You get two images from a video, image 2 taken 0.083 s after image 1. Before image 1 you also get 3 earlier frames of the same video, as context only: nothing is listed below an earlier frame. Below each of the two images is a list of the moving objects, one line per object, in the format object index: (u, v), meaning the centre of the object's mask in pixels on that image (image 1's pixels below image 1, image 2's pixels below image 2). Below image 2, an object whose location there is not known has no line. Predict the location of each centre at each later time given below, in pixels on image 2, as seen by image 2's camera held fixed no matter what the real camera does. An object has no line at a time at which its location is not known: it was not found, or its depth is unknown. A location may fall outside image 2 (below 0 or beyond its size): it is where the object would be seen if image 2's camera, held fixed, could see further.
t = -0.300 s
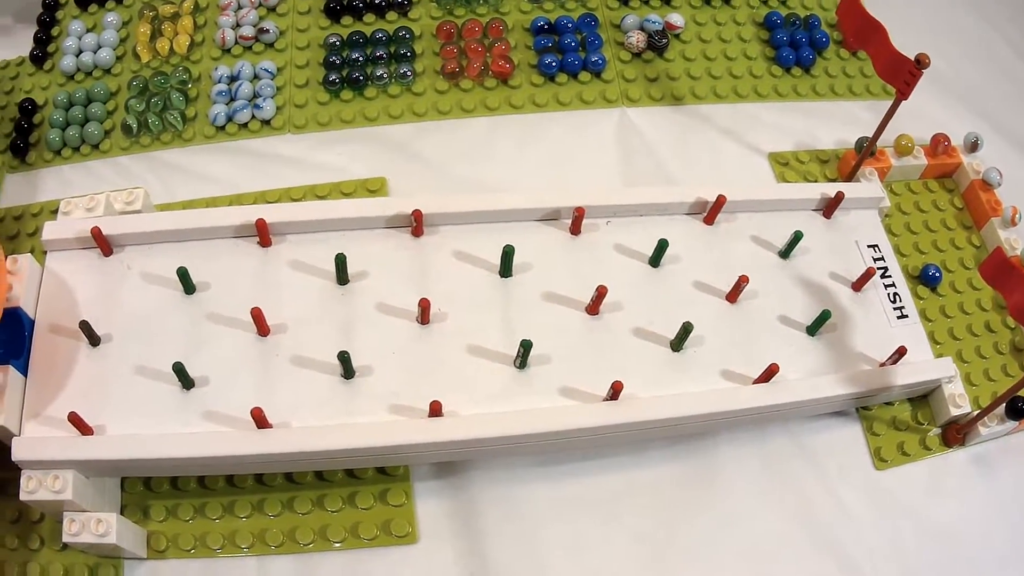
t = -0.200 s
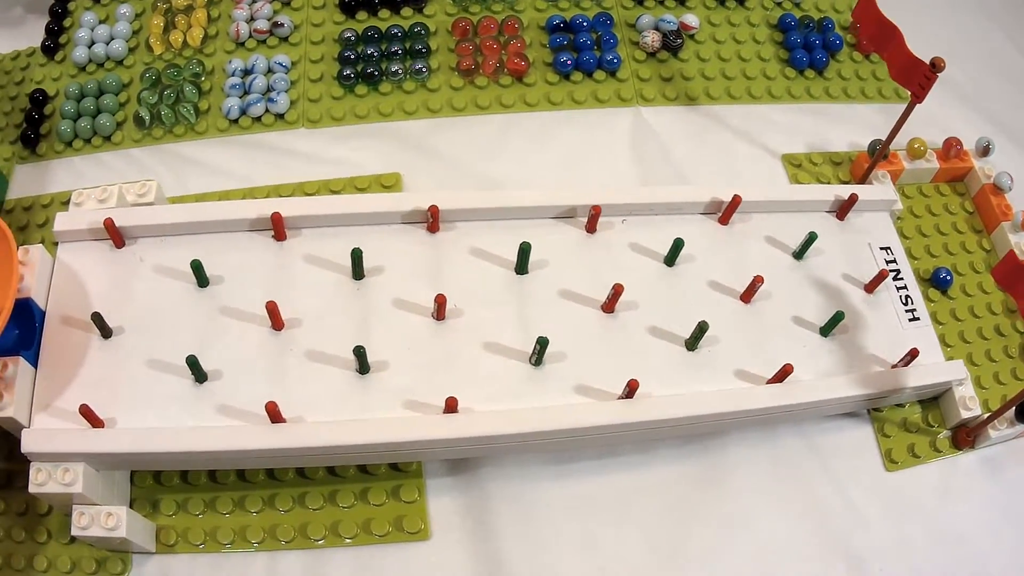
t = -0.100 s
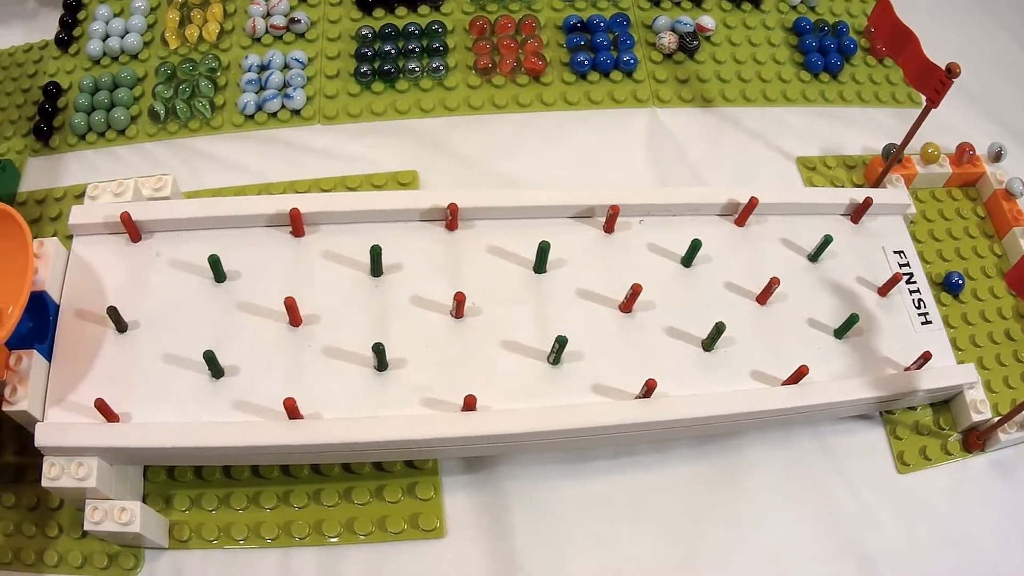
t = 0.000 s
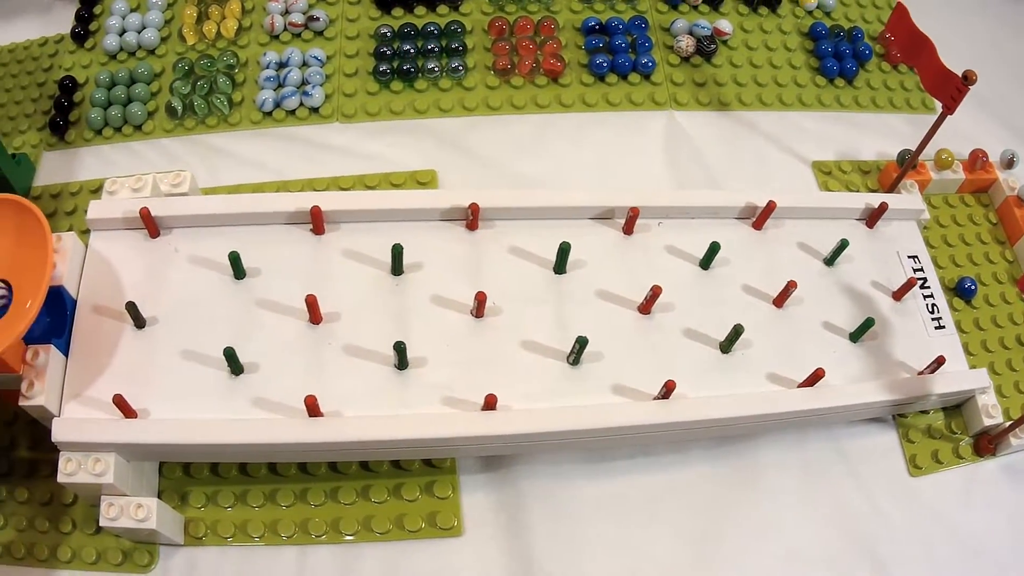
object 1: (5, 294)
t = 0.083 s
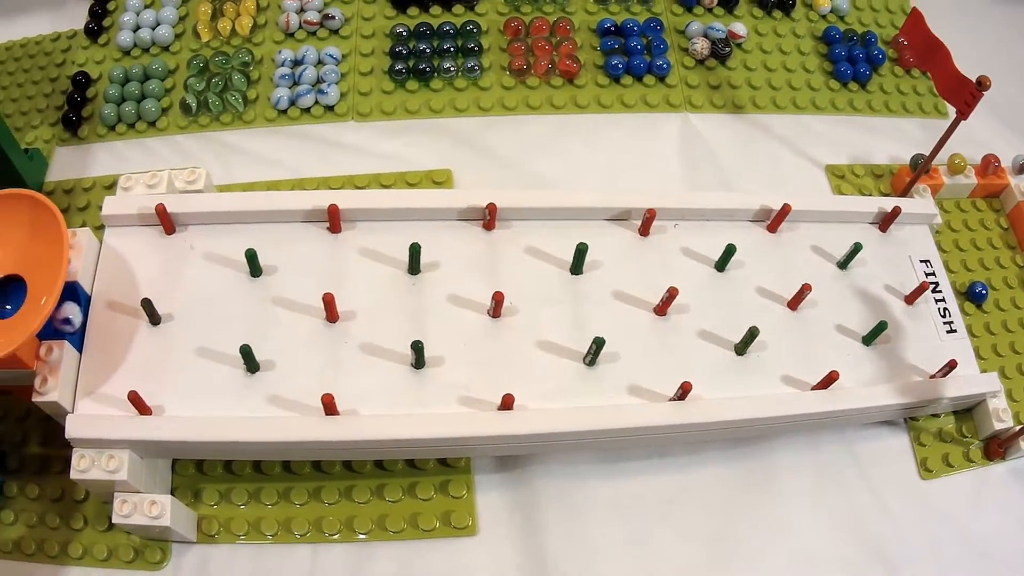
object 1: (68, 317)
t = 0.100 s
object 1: (79, 316)
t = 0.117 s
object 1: (94, 318)
